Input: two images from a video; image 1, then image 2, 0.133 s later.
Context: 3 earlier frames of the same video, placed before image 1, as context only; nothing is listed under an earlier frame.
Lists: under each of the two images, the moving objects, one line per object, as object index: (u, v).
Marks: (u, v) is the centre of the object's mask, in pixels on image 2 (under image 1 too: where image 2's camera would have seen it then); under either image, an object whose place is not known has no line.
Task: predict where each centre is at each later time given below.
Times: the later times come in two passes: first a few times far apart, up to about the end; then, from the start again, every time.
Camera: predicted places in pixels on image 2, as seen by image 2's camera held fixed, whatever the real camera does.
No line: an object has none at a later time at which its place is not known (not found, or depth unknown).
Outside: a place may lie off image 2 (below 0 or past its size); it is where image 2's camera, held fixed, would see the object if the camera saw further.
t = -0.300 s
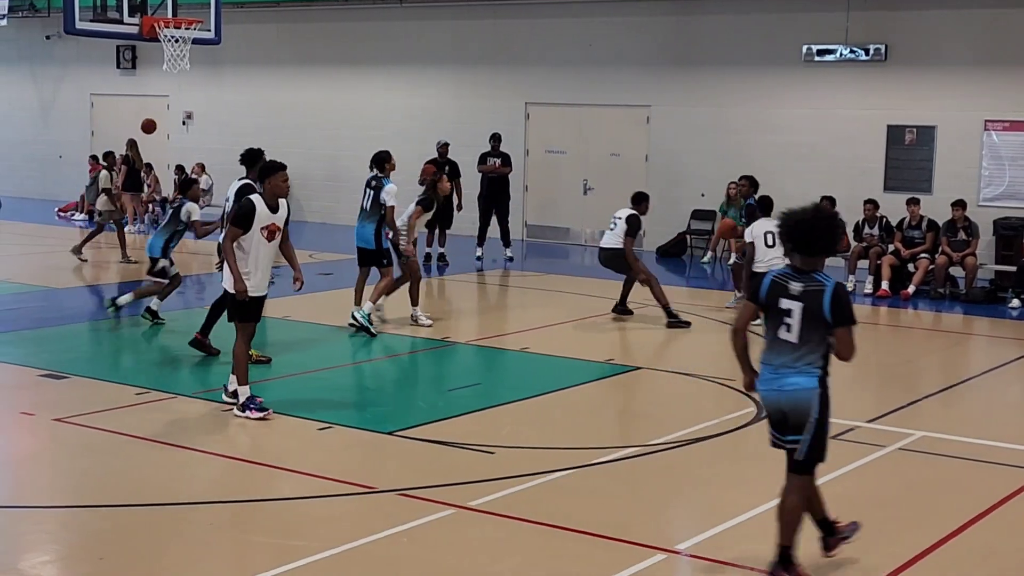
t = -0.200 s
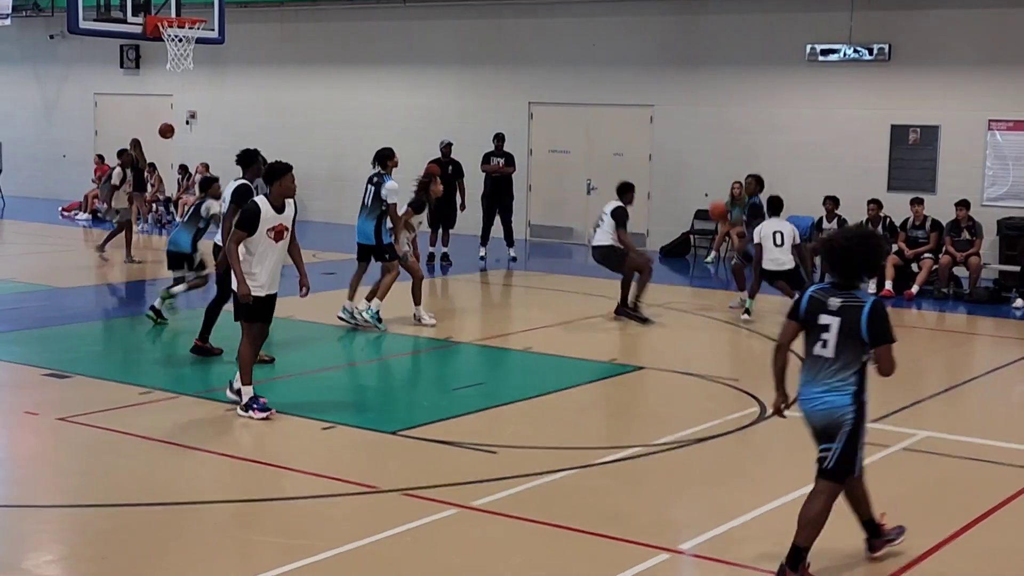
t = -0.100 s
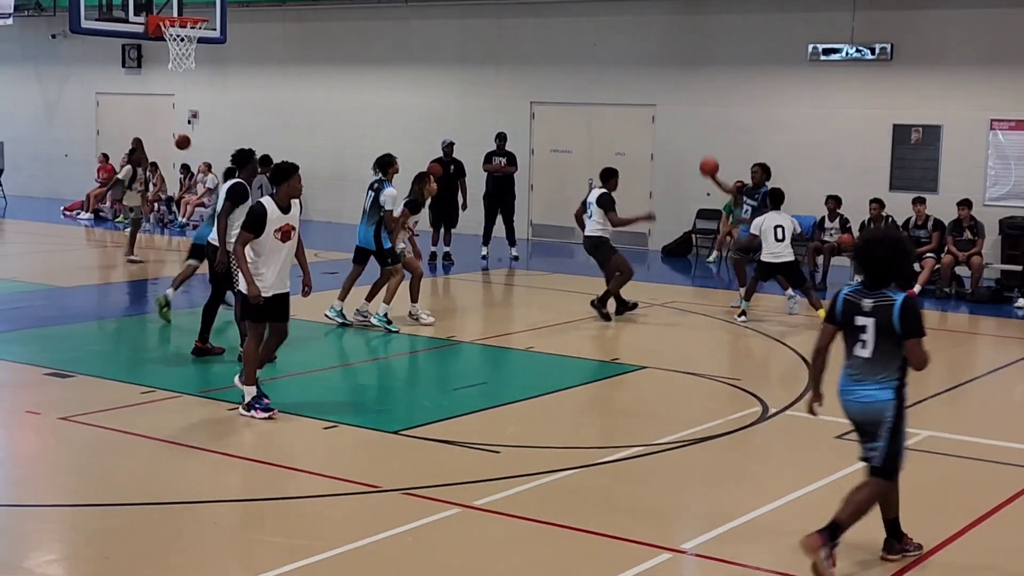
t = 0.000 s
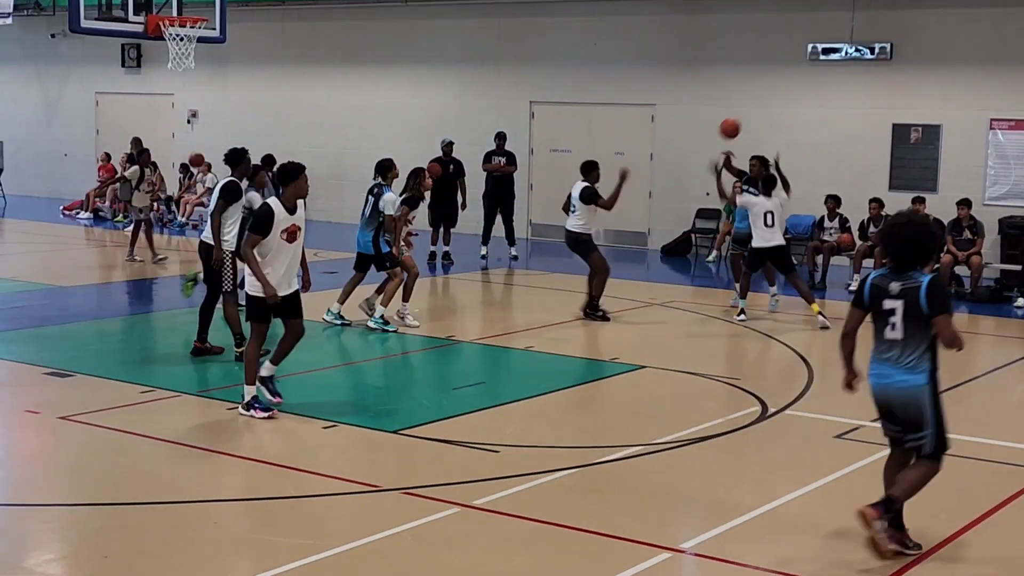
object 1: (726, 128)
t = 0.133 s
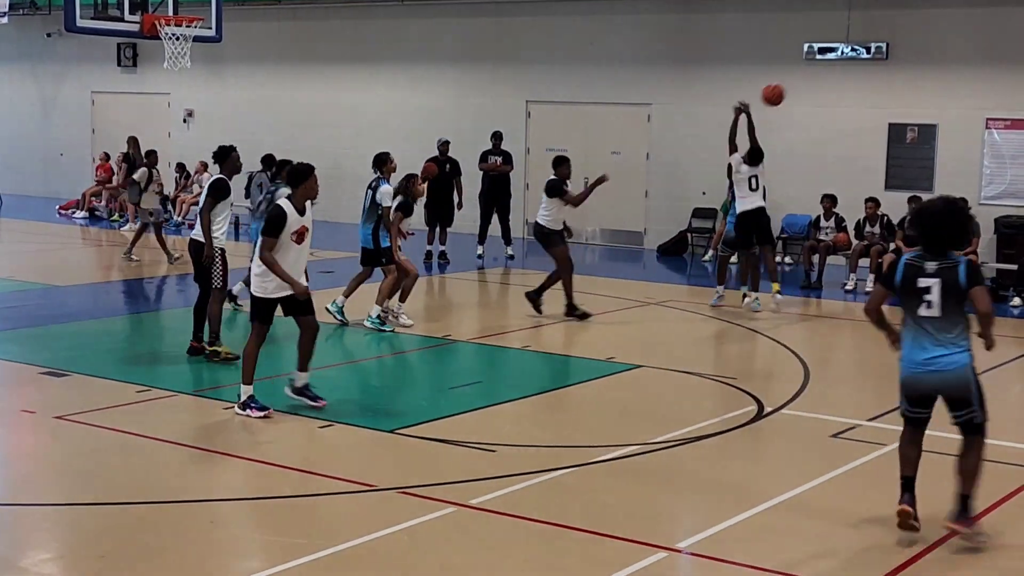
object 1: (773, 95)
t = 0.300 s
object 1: (841, 70)
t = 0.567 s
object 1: (981, 82)
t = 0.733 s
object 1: (1098, 142)
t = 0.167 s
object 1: (786, 88)
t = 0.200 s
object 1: (799, 82)
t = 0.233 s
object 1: (812, 77)
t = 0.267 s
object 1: (826, 73)
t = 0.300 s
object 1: (841, 70)
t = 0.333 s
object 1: (856, 67)
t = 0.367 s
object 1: (871, 66)
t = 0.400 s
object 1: (888, 65)
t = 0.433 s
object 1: (905, 65)
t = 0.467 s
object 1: (923, 67)
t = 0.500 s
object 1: (941, 70)
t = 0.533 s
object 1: (960, 75)
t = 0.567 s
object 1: (981, 82)
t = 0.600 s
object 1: (1002, 89)
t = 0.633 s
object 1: (1024, 99)
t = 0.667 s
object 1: (1047, 111)
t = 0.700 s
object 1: (1071, 125)
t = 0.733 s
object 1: (1098, 142)
